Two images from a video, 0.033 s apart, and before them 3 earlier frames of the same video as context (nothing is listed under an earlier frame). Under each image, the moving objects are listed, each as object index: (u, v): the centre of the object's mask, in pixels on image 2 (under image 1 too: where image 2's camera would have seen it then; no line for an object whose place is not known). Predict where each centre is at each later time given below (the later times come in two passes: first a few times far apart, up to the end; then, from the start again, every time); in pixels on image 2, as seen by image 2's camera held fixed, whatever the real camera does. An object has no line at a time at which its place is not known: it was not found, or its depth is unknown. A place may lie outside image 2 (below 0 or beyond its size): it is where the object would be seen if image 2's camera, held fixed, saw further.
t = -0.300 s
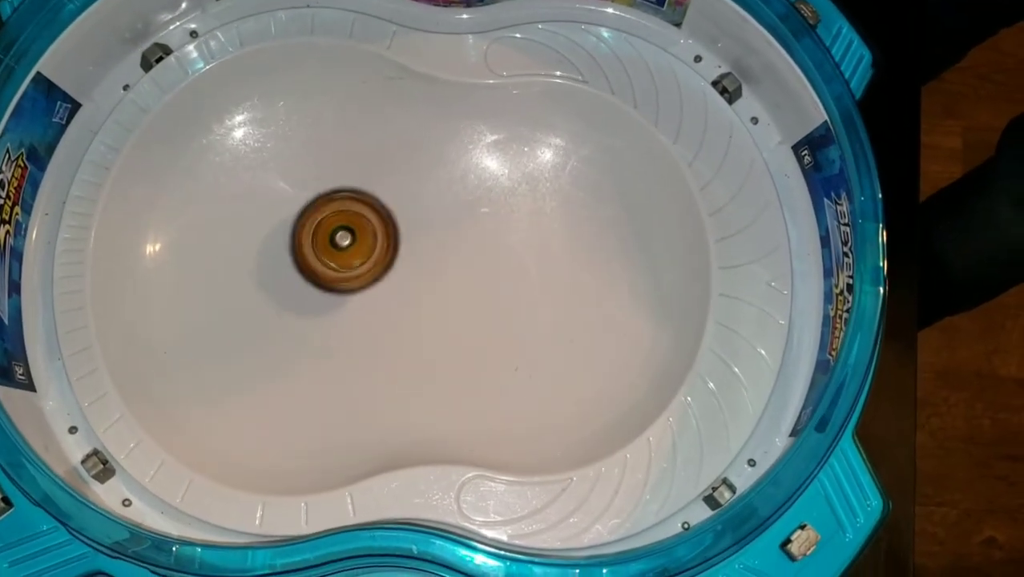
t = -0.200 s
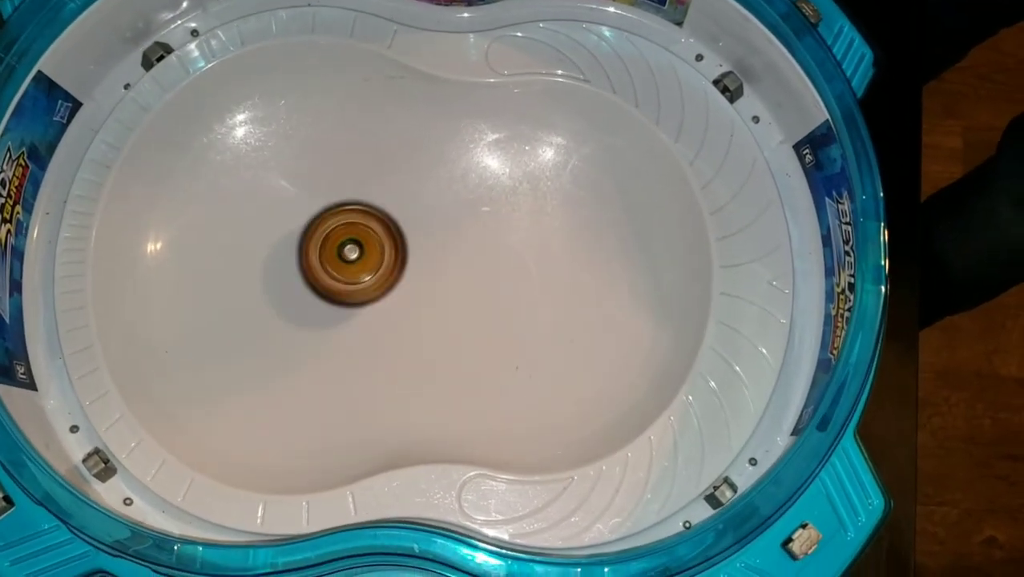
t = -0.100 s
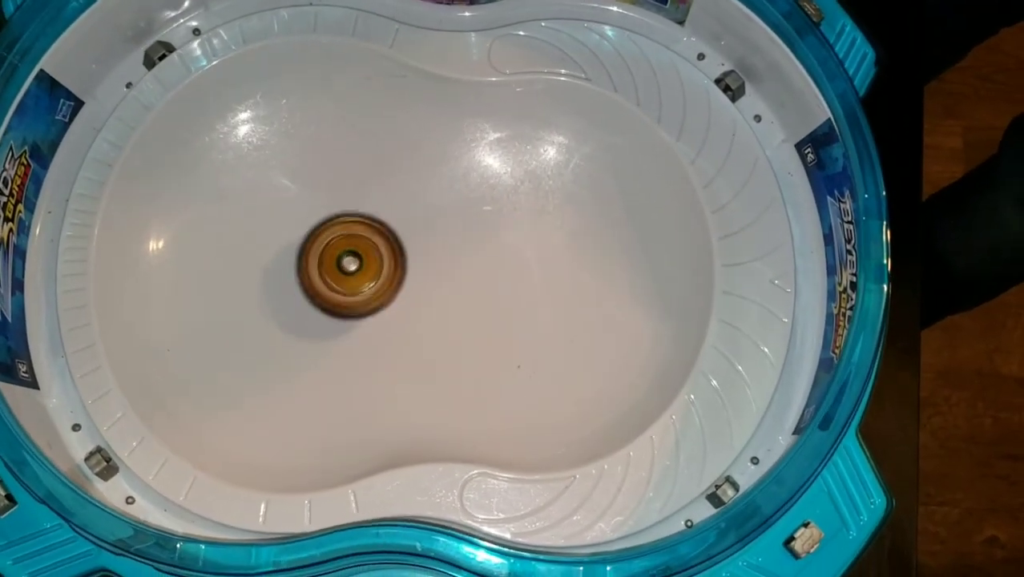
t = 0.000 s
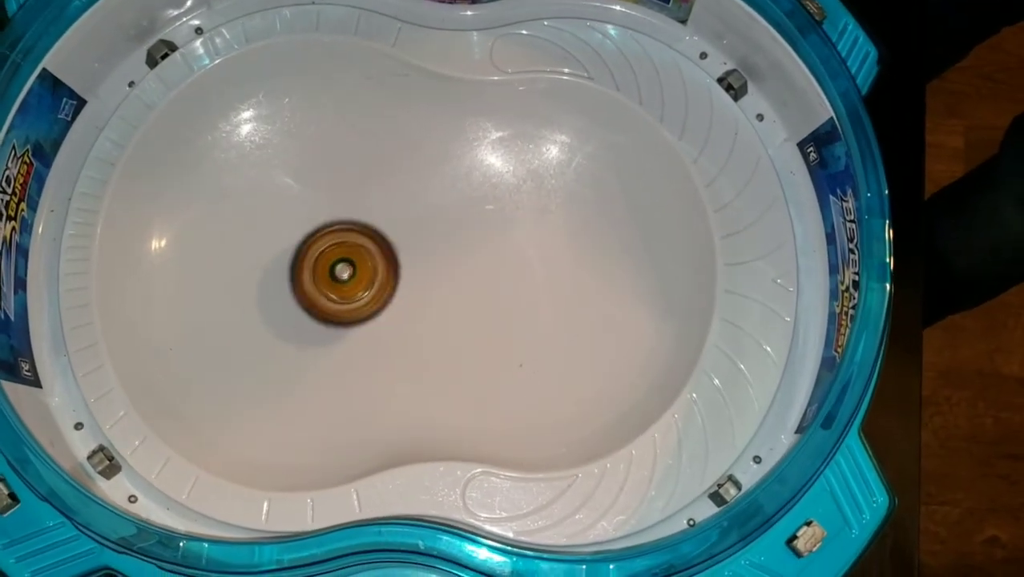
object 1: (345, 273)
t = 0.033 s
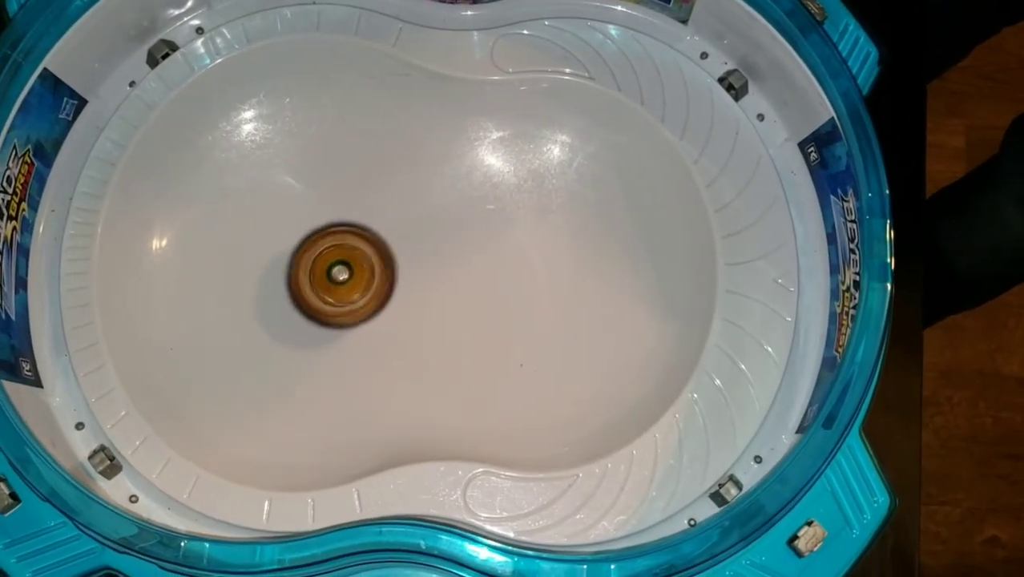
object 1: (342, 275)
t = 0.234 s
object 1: (308, 283)
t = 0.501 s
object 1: (285, 241)
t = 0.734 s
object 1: (317, 217)
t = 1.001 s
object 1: (341, 249)
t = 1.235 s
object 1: (325, 278)
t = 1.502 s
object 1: (288, 269)
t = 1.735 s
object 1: (299, 229)
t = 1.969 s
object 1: (334, 227)
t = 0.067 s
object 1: (337, 277)
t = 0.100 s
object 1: (333, 279)
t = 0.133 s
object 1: (328, 281)
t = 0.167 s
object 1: (322, 283)
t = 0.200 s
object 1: (315, 284)
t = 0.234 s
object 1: (308, 283)
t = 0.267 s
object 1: (300, 281)
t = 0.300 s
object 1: (295, 277)
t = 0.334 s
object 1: (291, 272)
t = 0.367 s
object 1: (289, 265)
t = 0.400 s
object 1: (287, 259)
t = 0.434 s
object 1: (285, 253)
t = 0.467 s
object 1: (285, 247)
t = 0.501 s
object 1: (285, 241)
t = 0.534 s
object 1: (287, 235)
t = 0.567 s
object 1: (290, 229)
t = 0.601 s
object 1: (294, 224)
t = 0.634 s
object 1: (300, 220)
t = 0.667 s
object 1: (305, 217)
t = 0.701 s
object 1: (312, 217)
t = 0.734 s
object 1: (317, 217)
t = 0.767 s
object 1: (322, 219)
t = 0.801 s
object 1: (327, 221)
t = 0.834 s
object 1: (332, 224)
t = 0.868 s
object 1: (337, 229)
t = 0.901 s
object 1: (340, 234)
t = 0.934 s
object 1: (341, 239)
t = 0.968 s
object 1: (342, 244)
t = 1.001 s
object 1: (341, 249)
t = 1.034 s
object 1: (342, 253)
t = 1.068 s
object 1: (341, 257)
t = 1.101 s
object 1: (340, 261)
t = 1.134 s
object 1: (338, 266)
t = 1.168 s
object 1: (335, 270)
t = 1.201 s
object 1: (331, 275)
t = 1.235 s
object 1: (325, 278)
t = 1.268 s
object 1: (320, 280)
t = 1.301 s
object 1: (315, 282)
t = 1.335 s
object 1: (310, 283)
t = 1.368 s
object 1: (305, 284)
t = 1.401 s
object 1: (300, 284)
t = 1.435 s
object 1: (294, 281)
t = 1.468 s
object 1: (290, 275)
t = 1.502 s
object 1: (288, 269)
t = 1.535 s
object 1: (287, 262)
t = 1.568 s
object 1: (287, 256)
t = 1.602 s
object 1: (287, 252)
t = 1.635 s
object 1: (288, 247)
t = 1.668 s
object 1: (290, 242)
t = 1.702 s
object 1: (293, 235)
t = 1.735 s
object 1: (299, 229)
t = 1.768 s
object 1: (305, 225)
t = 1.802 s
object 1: (310, 224)
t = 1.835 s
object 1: (315, 224)
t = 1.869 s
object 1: (319, 223)
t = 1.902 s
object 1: (324, 223)
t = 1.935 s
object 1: (329, 225)
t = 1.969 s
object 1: (334, 227)
